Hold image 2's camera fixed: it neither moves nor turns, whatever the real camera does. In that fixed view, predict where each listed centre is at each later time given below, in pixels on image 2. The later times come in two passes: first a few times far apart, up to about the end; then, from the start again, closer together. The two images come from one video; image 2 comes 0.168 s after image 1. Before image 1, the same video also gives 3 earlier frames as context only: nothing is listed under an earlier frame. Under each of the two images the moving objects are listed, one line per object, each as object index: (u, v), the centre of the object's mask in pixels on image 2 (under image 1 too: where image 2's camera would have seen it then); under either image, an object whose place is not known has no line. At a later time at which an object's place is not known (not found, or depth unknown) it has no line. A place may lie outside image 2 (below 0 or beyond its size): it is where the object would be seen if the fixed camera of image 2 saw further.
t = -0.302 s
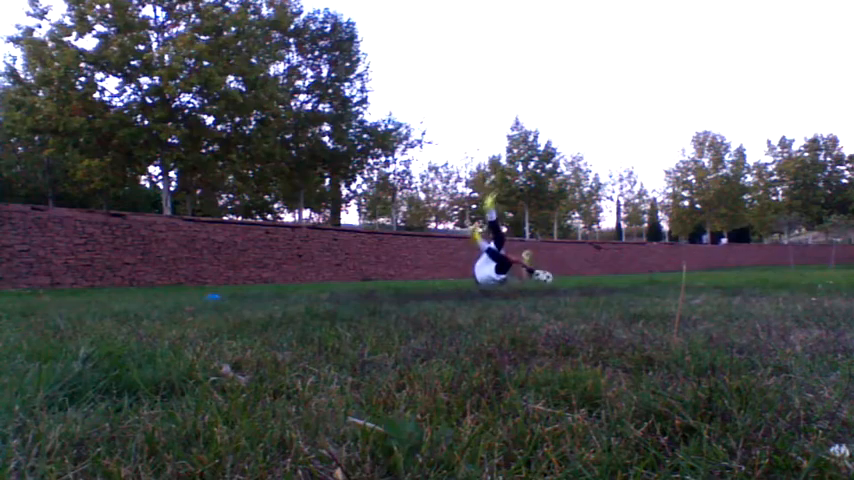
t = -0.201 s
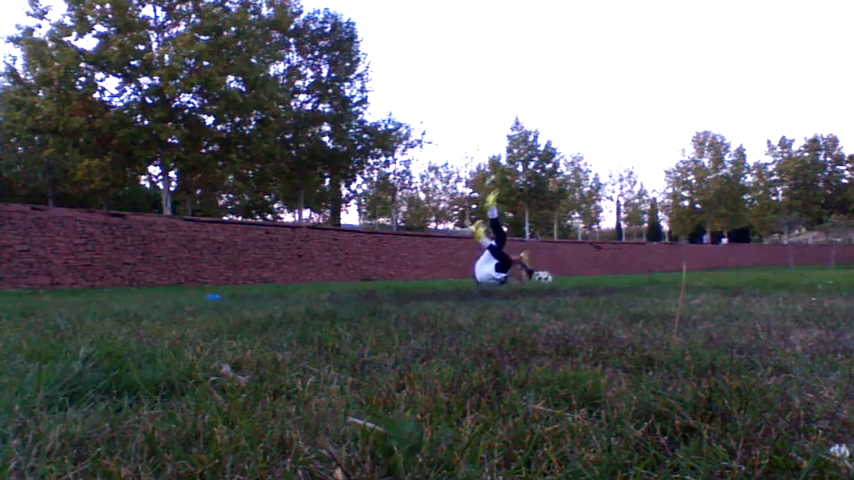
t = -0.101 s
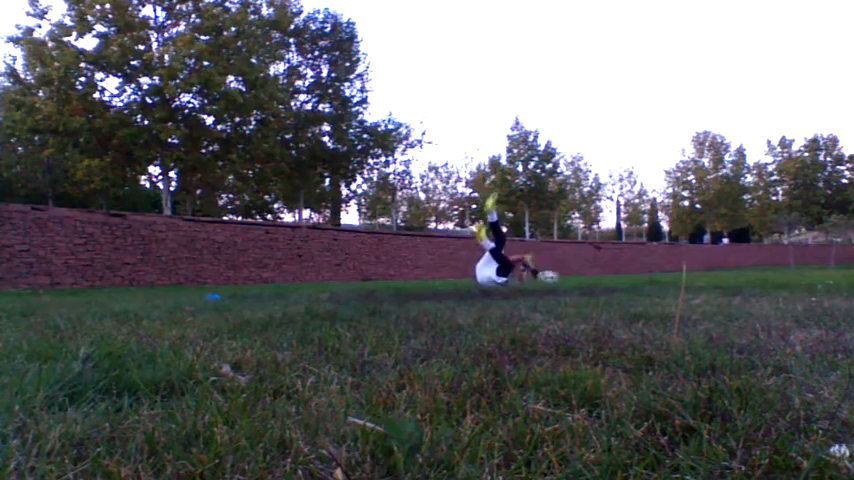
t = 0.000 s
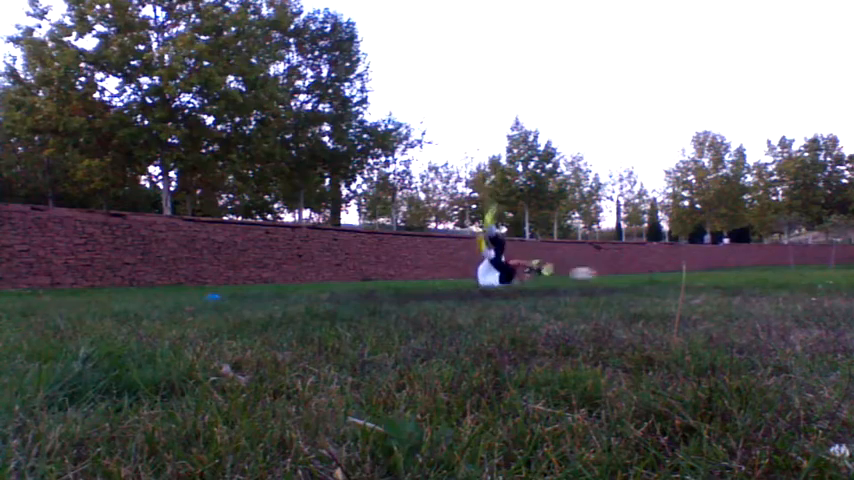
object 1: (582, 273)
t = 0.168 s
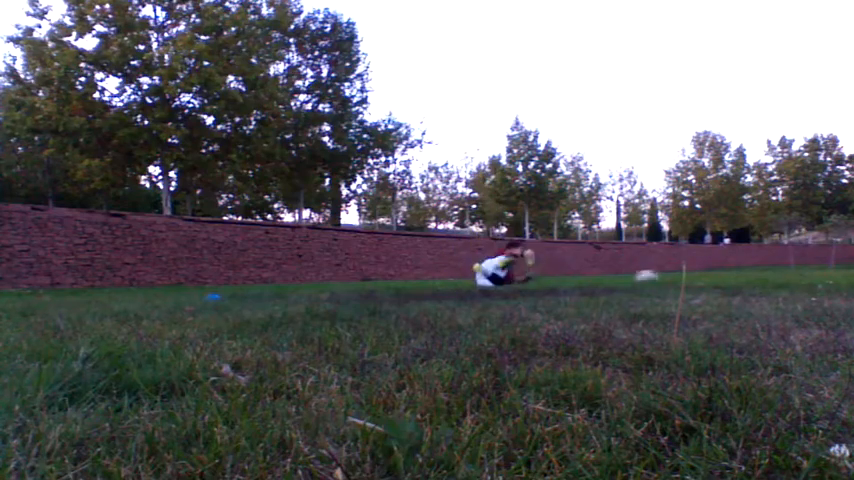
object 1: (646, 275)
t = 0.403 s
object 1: (706, 276)
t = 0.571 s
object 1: (744, 272)
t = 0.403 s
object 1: (706, 276)
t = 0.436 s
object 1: (715, 276)
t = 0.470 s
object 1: (723, 275)
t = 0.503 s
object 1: (730, 274)
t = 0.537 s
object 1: (737, 272)
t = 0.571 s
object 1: (744, 272)
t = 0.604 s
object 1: (751, 273)
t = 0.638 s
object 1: (759, 274)
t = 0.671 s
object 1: (767, 275)
